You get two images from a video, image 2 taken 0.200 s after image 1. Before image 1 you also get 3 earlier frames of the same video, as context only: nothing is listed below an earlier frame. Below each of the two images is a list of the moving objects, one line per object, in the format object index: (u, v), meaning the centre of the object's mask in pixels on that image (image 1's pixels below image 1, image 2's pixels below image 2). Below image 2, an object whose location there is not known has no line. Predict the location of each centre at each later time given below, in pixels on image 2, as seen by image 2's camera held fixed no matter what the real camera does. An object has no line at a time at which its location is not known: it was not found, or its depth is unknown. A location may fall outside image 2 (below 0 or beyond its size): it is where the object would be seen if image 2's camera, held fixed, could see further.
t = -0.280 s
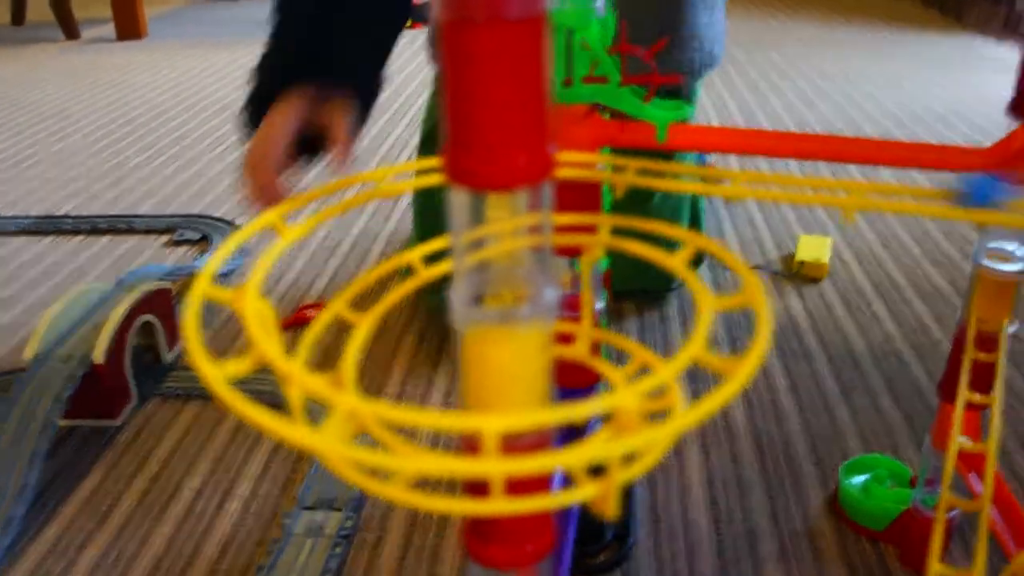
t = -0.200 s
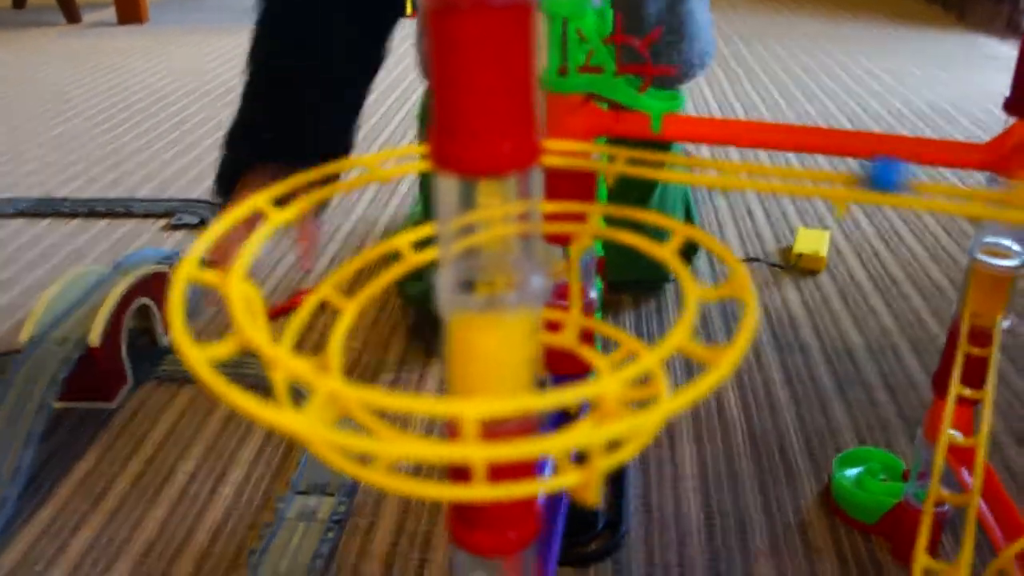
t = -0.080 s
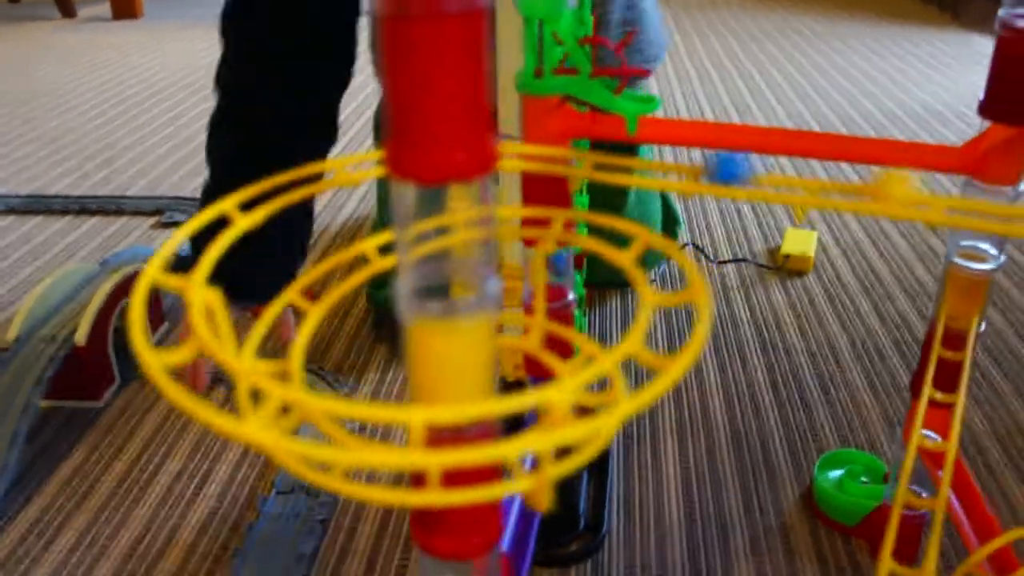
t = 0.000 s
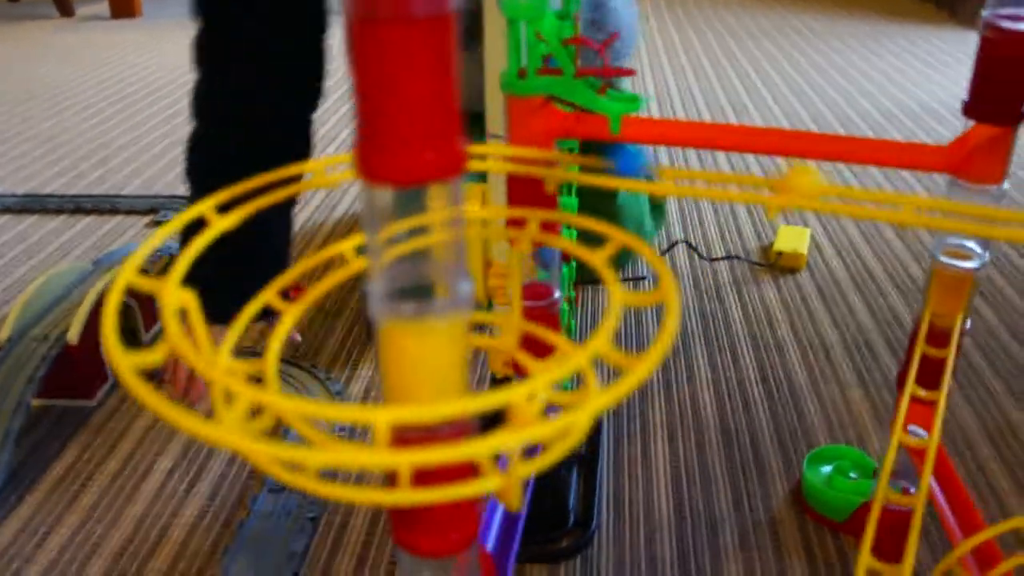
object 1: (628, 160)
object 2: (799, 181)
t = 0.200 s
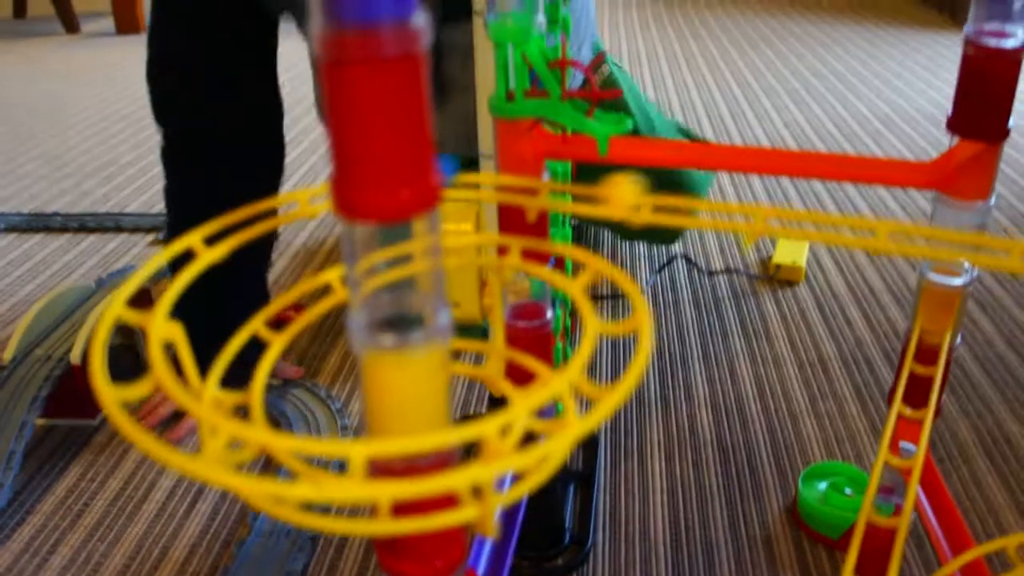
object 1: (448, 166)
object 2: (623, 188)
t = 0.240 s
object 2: (594, 185)
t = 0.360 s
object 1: (318, 200)
